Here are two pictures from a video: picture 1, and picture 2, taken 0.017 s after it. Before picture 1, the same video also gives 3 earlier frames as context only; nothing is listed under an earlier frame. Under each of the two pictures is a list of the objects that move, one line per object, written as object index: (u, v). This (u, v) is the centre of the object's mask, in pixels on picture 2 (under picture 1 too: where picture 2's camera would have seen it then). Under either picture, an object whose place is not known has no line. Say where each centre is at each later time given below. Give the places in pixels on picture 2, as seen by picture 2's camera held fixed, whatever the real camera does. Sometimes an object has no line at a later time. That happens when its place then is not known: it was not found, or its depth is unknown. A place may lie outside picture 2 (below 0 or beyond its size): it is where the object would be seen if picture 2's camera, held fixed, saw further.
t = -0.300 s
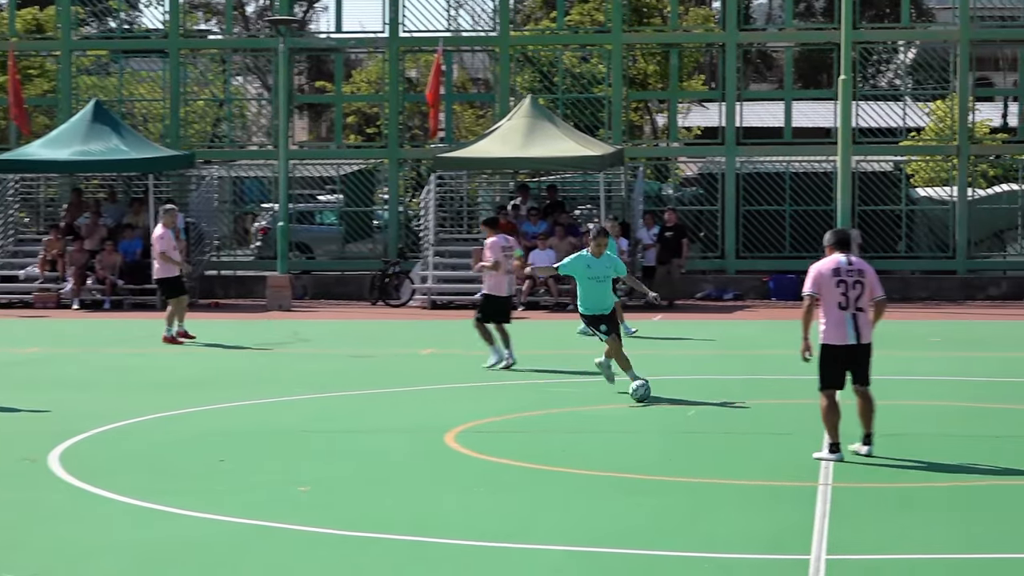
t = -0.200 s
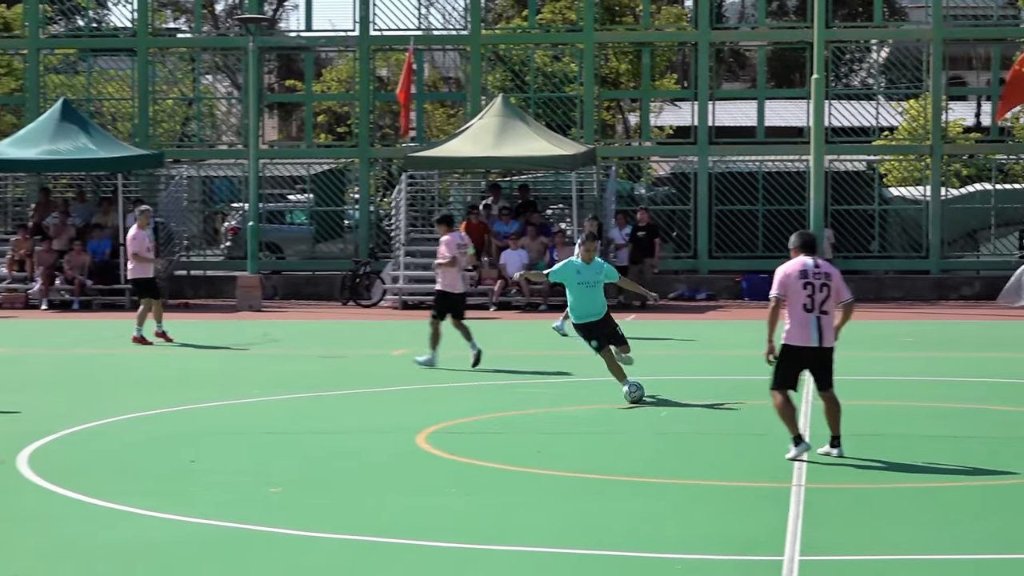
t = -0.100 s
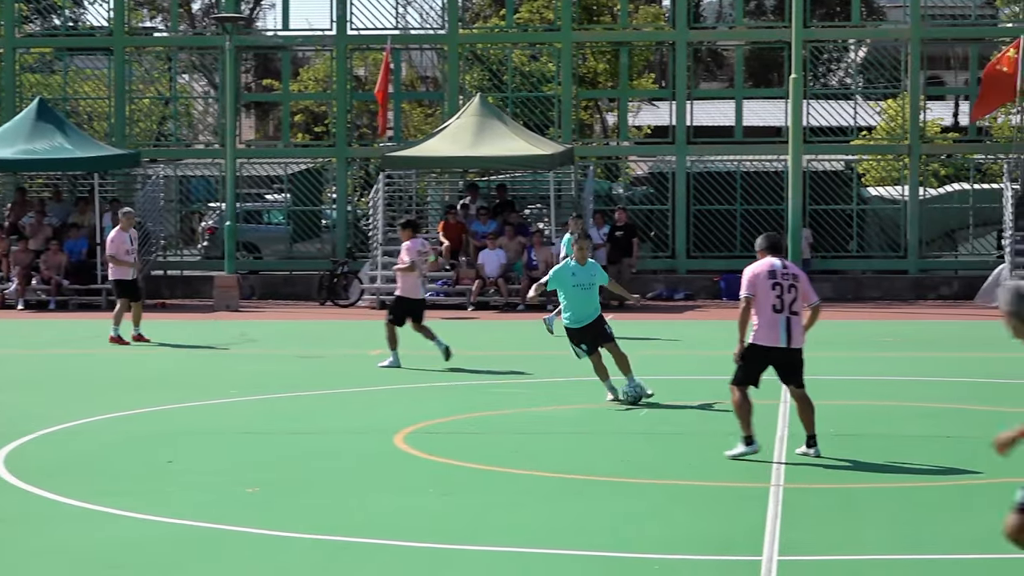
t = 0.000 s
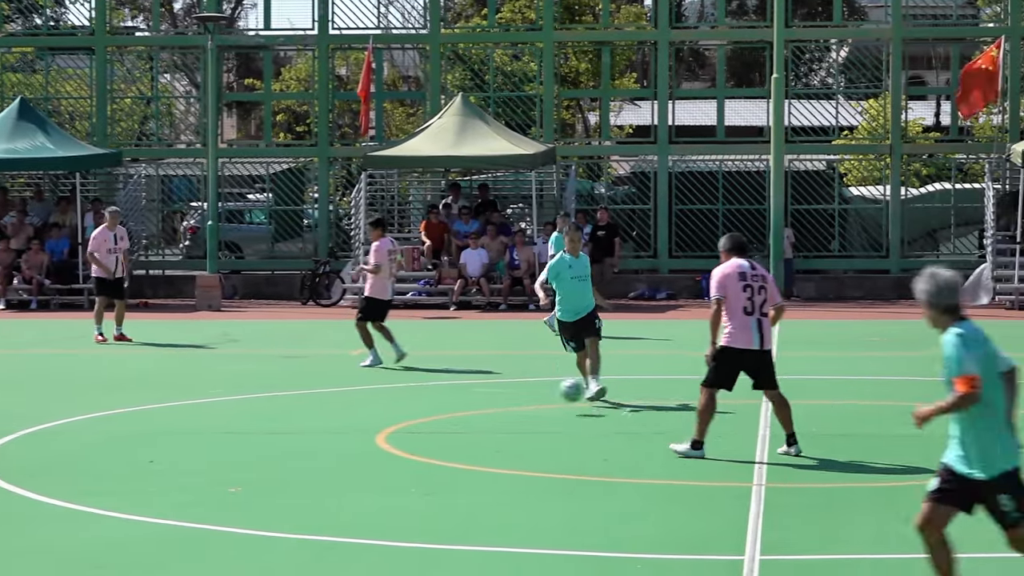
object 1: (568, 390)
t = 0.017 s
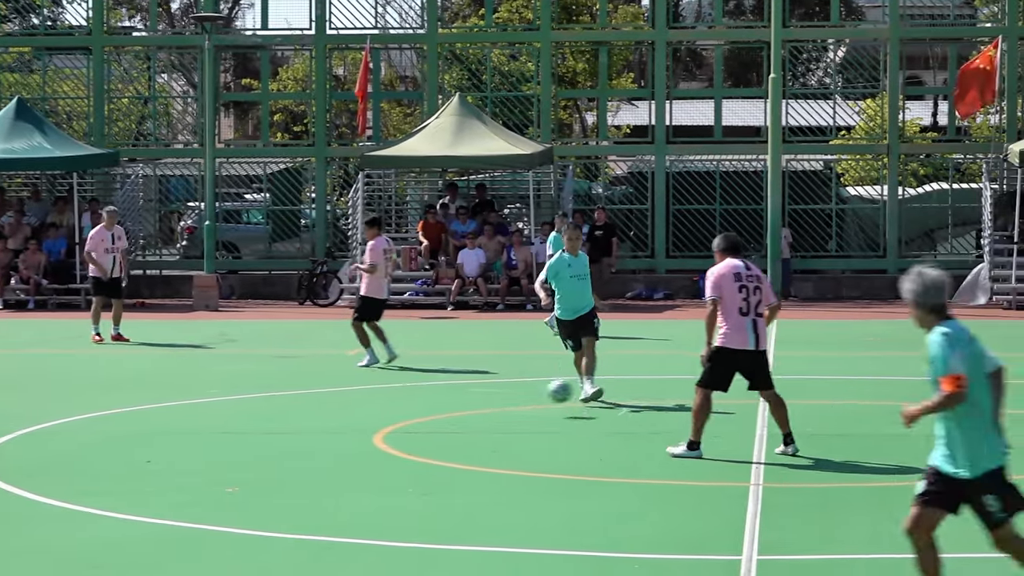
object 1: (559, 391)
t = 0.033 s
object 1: (551, 391)
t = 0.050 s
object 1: (542, 392)
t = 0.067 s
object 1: (532, 394)
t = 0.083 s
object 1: (523, 396)
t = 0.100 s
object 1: (513, 398)
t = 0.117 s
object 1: (502, 400)
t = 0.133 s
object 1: (491, 403)
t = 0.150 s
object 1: (479, 406)
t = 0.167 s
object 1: (467, 410)
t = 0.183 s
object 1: (454, 414)
